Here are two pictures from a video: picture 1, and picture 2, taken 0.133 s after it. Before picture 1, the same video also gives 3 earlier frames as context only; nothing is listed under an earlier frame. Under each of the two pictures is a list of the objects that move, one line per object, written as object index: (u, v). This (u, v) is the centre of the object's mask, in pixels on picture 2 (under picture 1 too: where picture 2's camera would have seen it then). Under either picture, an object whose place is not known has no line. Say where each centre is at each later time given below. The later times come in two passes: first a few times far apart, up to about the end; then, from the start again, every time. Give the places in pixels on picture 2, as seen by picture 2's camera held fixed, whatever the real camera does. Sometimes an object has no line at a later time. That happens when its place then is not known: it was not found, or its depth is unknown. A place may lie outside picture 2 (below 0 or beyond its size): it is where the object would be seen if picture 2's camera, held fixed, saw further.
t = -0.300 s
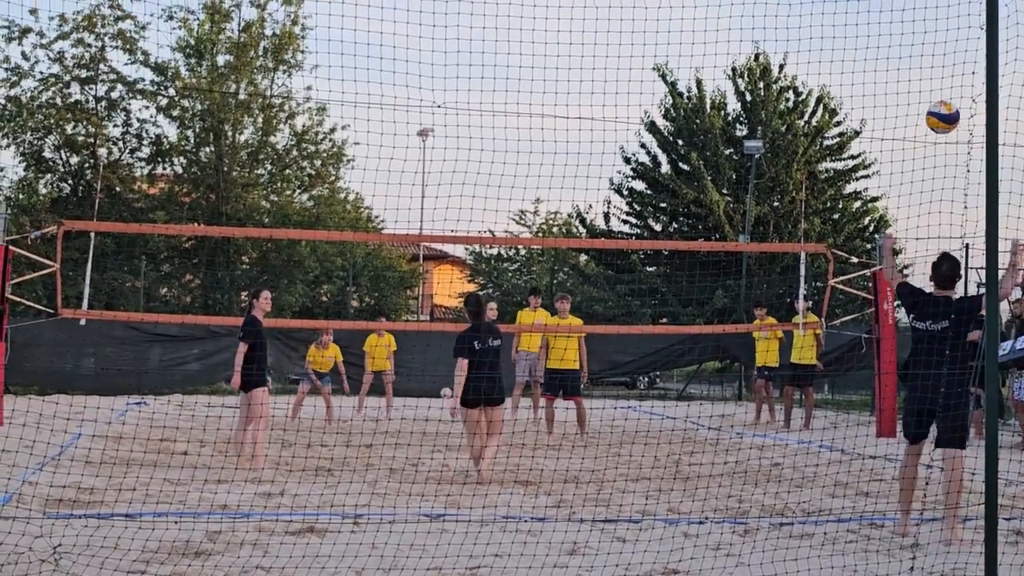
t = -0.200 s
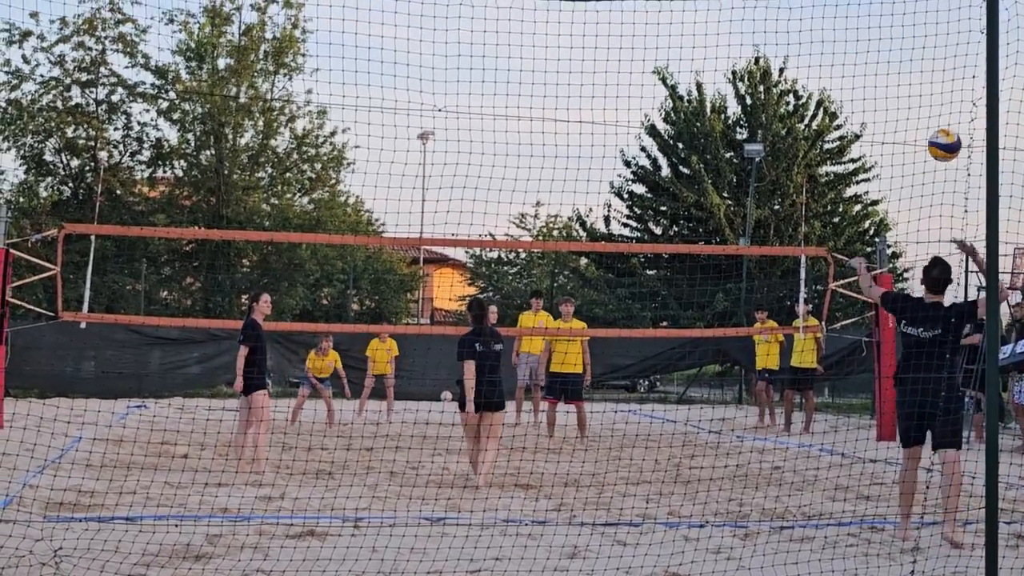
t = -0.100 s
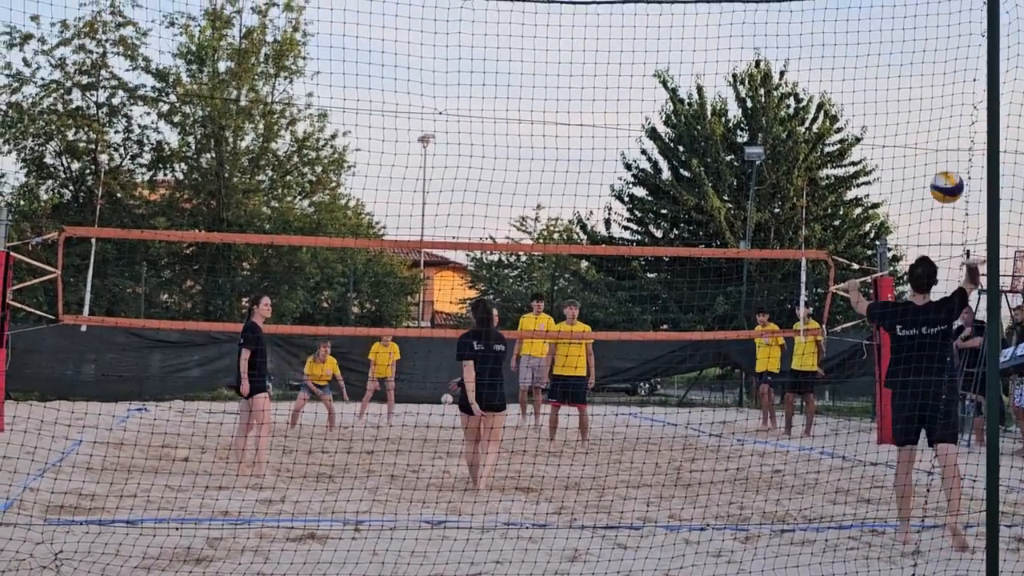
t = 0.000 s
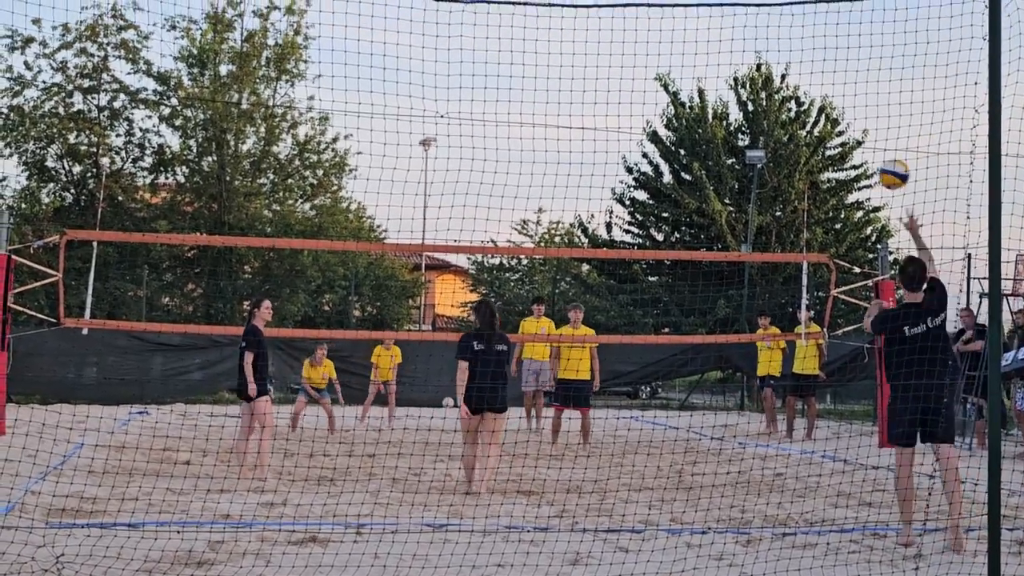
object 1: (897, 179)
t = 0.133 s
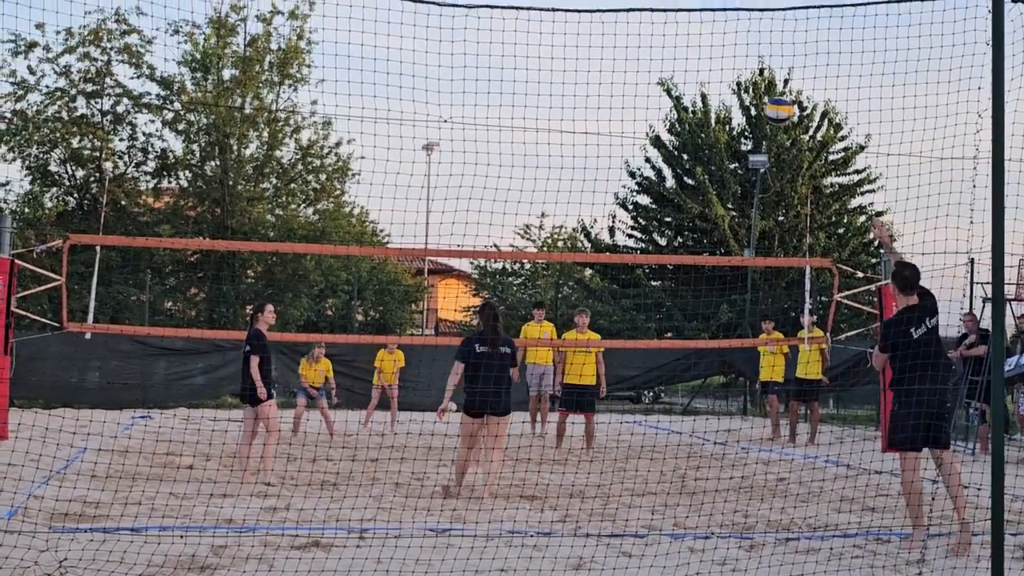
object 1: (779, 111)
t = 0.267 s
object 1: (683, 82)
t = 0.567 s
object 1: (525, 101)
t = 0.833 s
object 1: (429, 180)
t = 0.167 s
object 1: (753, 101)
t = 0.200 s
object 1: (730, 92)
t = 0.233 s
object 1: (705, 87)
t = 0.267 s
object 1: (683, 82)
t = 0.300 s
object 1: (663, 80)
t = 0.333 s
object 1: (642, 78)
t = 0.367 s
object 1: (623, 78)
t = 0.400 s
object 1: (604, 79)
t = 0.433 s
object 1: (587, 81)
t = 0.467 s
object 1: (571, 84)
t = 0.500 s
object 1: (555, 89)
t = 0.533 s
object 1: (540, 95)
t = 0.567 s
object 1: (525, 101)
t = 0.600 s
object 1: (511, 107)
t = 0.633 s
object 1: (498, 116)
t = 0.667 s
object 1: (485, 125)
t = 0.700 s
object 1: (473, 135)
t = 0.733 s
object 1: (462, 146)
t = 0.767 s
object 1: (450, 156)
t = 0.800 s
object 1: (439, 168)
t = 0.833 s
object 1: (429, 180)
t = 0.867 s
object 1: (418, 193)
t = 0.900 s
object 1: (408, 205)
